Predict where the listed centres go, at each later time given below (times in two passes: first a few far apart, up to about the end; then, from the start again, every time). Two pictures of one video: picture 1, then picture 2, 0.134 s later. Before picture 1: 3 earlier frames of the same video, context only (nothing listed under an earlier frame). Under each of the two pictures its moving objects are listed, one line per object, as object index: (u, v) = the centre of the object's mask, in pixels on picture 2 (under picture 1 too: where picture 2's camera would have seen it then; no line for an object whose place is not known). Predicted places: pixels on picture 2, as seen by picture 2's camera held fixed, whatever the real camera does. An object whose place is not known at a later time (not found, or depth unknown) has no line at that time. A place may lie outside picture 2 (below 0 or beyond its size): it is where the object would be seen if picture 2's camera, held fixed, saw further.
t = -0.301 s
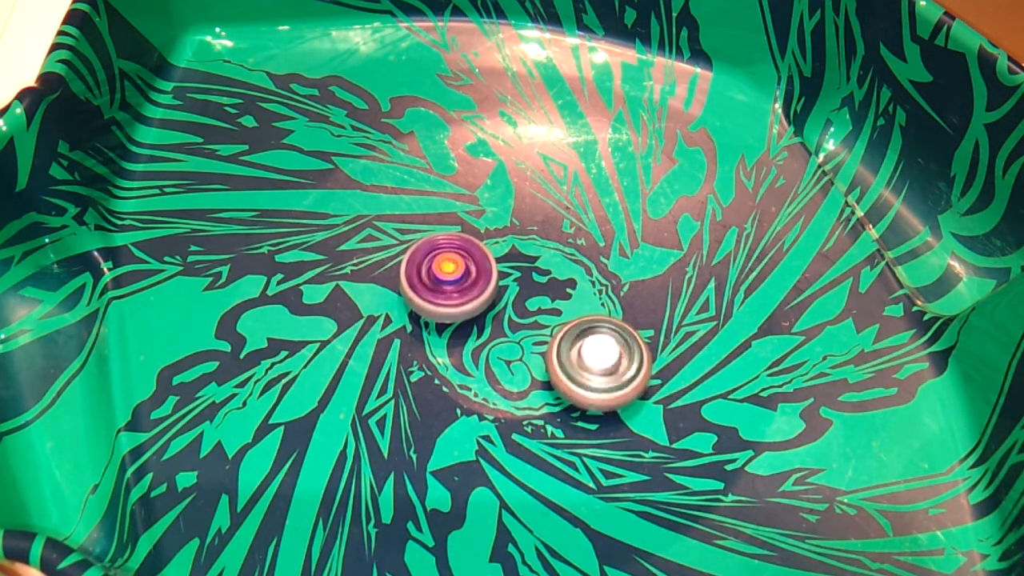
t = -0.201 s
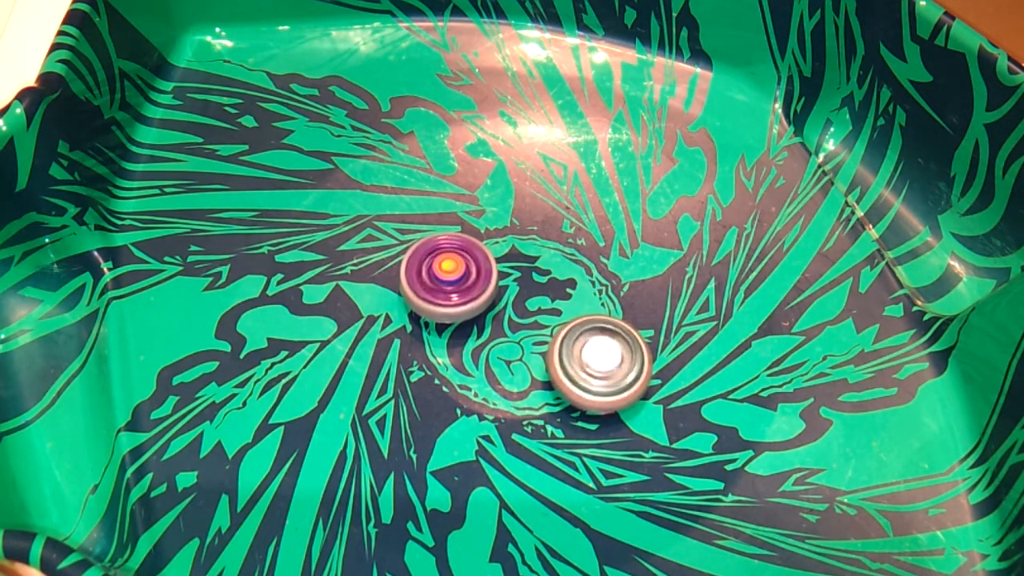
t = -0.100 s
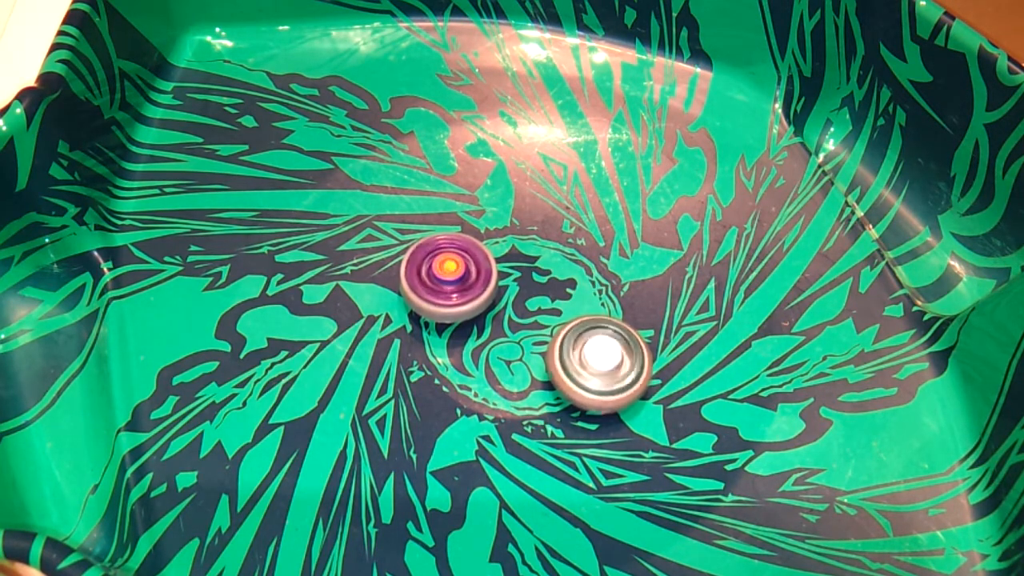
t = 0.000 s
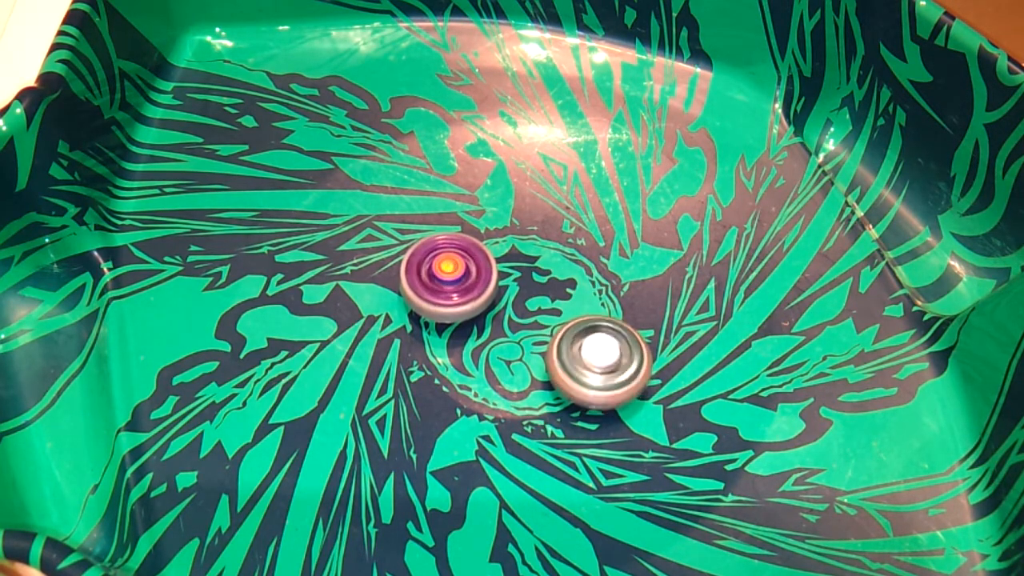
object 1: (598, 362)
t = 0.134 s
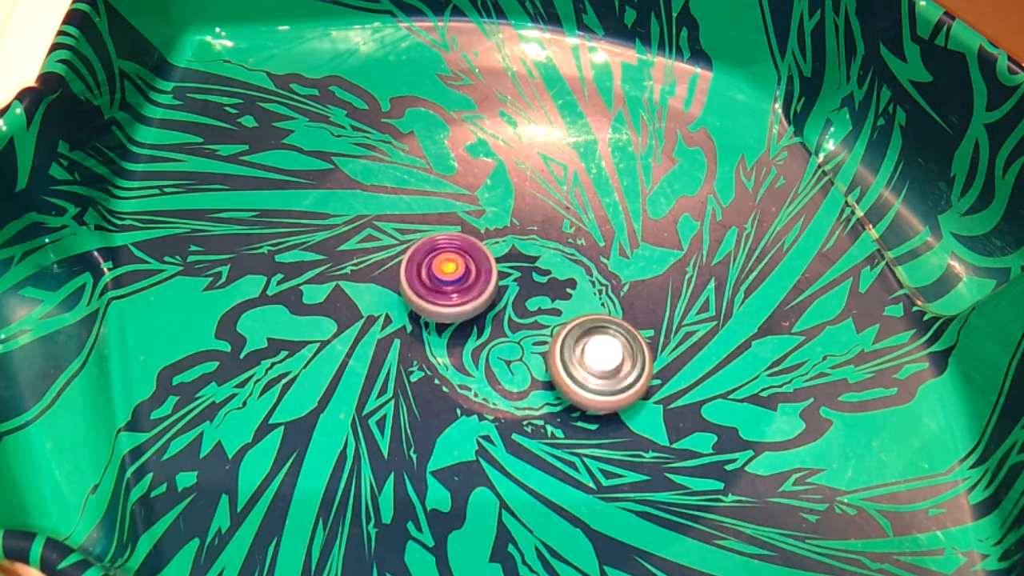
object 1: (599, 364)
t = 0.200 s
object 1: (599, 365)
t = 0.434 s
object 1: (601, 355)
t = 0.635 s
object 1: (599, 360)
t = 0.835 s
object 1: (590, 348)
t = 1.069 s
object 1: (591, 340)
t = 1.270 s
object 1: (603, 338)
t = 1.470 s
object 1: (601, 345)
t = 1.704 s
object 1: (595, 367)
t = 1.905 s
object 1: (604, 378)
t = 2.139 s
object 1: (591, 361)
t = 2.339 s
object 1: (597, 342)
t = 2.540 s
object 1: (612, 338)
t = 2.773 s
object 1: (601, 339)
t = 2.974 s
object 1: (593, 346)
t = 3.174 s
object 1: (590, 354)
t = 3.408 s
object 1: (591, 348)
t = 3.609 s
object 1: (589, 352)
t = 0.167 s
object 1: (599, 364)
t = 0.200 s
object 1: (599, 365)
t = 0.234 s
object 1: (598, 365)
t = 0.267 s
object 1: (595, 363)
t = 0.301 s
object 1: (594, 360)
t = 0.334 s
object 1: (594, 357)
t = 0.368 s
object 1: (595, 354)
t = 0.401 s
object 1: (598, 353)
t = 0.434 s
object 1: (601, 355)
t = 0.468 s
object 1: (603, 358)
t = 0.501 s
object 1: (604, 359)
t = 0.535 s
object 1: (603, 360)
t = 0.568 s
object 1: (602, 360)
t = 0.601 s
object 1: (601, 361)
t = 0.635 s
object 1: (599, 360)
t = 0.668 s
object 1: (596, 358)
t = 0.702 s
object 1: (593, 356)
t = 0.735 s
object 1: (591, 353)
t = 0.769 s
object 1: (590, 350)
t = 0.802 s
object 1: (590, 349)
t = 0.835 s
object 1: (590, 348)
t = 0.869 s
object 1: (590, 347)
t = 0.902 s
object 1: (589, 347)
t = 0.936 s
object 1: (589, 346)
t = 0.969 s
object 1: (589, 345)
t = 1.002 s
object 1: (589, 344)
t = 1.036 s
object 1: (589, 341)
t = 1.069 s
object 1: (591, 340)
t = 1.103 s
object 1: (593, 338)
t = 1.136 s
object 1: (595, 338)
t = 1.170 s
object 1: (597, 337)
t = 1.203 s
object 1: (600, 337)
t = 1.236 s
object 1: (602, 337)
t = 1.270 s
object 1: (603, 338)
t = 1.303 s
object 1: (604, 339)
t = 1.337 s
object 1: (605, 340)
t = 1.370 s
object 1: (605, 341)
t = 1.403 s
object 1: (604, 342)
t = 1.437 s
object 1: (602, 343)
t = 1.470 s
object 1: (601, 345)
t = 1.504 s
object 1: (599, 347)
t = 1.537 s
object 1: (598, 349)
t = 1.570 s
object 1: (596, 352)
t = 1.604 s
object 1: (595, 355)
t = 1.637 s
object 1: (594, 359)
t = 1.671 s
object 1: (594, 363)
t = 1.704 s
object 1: (595, 367)
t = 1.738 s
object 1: (597, 371)
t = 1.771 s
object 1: (599, 375)
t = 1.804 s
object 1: (601, 377)
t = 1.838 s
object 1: (604, 378)
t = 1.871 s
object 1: (604, 378)
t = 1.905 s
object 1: (604, 378)
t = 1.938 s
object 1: (603, 378)
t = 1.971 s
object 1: (601, 377)
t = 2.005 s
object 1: (598, 375)
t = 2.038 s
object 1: (595, 371)
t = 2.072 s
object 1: (593, 368)
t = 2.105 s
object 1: (592, 364)
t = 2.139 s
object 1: (591, 361)
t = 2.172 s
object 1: (591, 357)
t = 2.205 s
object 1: (592, 353)
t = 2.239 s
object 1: (592, 349)
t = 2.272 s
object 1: (594, 346)
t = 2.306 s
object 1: (595, 343)
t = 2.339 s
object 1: (597, 342)
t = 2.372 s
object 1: (600, 340)
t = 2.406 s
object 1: (603, 339)
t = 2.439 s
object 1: (607, 338)
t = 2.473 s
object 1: (609, 338)
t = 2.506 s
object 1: (610, 338)
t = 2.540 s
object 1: (612, 338)
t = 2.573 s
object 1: (613, 338)
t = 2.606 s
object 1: (612, 338)
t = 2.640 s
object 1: (611, 338)
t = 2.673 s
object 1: (608, 338)
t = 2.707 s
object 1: (606, 338)
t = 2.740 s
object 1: (603, 339)
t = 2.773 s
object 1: (601, 339)
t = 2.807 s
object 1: (599, 340)
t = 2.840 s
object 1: (597, 341)
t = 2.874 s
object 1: (596, 343)
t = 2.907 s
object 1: (595, 343)
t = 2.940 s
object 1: (594, 345)
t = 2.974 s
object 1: (593, 346)
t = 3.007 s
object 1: (592, 347)
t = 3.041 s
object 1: (591, 349)
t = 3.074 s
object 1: (590, 351)
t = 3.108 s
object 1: (590, 353)
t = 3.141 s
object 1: (590, 354)
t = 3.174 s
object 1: (590, 354)
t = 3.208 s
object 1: (590, 354)
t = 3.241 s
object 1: (589, 353)
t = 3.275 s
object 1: (590, 352)
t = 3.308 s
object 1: (590, 349)
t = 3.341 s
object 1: (591, 348)
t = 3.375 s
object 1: (591, 348)
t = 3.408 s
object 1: (591, 348)
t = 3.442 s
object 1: (591, 348)
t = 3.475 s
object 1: (591, 349)
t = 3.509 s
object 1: (590, 350)
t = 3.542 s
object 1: (590, 352)
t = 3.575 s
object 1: (589, 352)
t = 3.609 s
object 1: (589, 352)
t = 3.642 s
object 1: (590, 350)
